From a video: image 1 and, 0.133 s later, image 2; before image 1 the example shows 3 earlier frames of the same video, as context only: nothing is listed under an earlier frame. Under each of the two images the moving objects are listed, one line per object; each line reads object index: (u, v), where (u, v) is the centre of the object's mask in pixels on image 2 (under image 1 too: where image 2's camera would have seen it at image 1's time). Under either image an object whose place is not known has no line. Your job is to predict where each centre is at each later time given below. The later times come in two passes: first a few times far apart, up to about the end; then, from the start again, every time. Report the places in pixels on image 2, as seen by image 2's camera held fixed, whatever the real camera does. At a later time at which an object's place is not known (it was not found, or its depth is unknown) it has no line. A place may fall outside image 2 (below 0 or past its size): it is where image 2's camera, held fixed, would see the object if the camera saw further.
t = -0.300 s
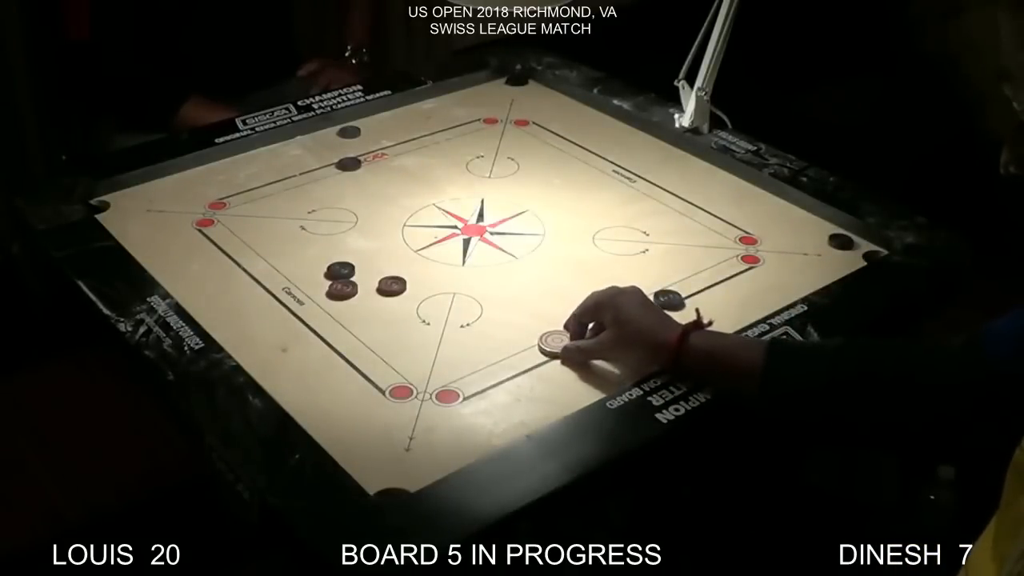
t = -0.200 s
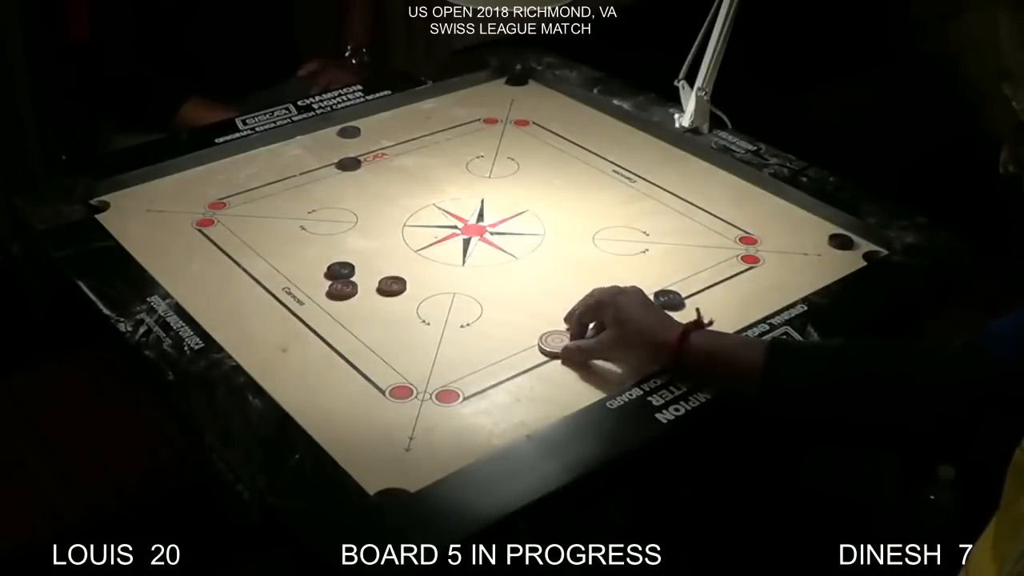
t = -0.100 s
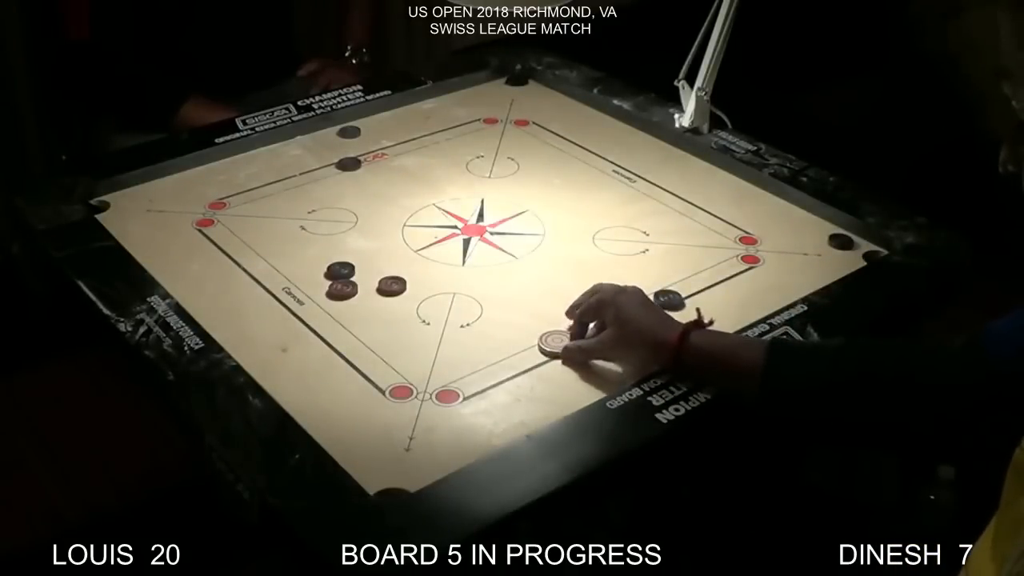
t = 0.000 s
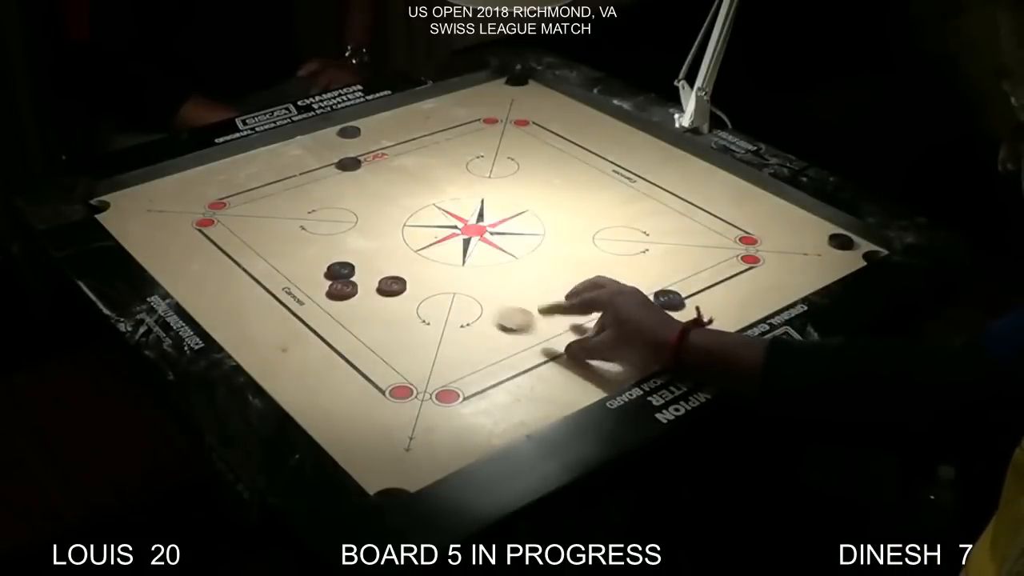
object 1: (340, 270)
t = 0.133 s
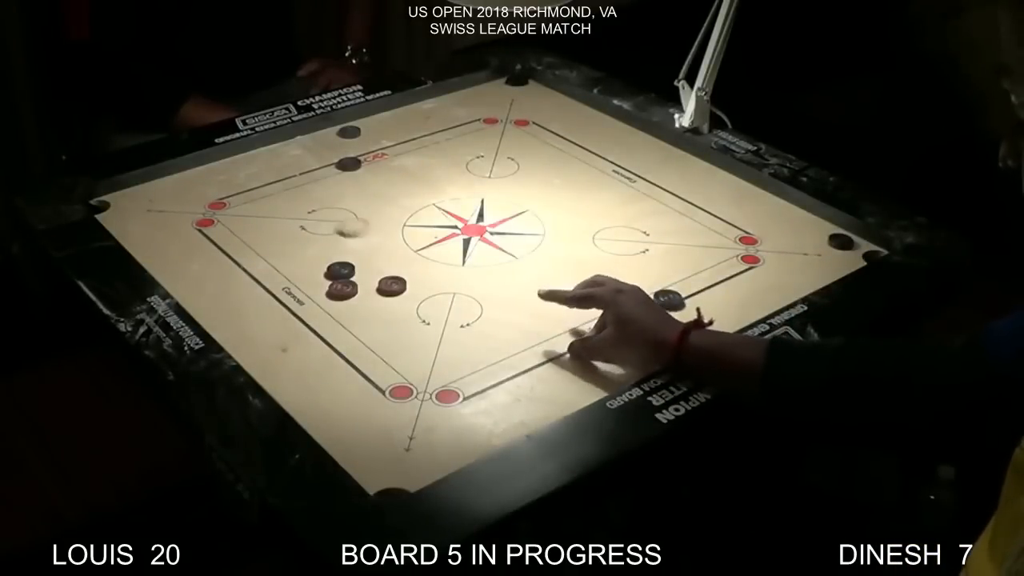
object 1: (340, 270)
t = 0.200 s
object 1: (340, 270)
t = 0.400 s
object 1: (340, 270)
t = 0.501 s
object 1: (352, 276)
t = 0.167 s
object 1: (340, 270)
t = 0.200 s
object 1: (340, 270)
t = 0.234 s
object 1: (340, 270)
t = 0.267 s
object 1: (340, 270)
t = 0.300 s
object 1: (340, 270)
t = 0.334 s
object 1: (340, 270)
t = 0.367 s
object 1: (340, 270)
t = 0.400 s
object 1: (340, 270)
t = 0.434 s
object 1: (340, 270)
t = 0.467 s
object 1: (340, 270)
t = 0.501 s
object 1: (352, 276)
